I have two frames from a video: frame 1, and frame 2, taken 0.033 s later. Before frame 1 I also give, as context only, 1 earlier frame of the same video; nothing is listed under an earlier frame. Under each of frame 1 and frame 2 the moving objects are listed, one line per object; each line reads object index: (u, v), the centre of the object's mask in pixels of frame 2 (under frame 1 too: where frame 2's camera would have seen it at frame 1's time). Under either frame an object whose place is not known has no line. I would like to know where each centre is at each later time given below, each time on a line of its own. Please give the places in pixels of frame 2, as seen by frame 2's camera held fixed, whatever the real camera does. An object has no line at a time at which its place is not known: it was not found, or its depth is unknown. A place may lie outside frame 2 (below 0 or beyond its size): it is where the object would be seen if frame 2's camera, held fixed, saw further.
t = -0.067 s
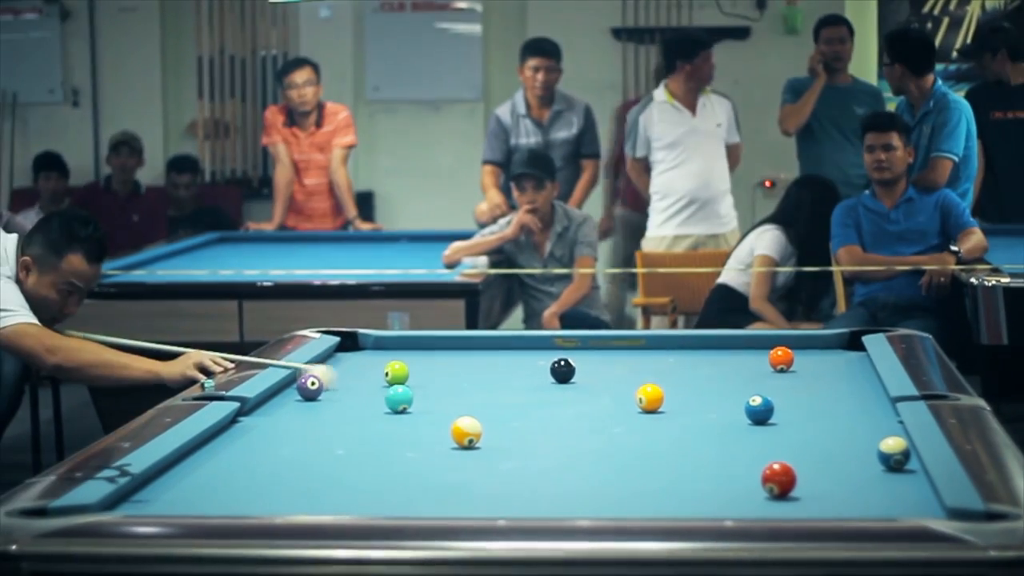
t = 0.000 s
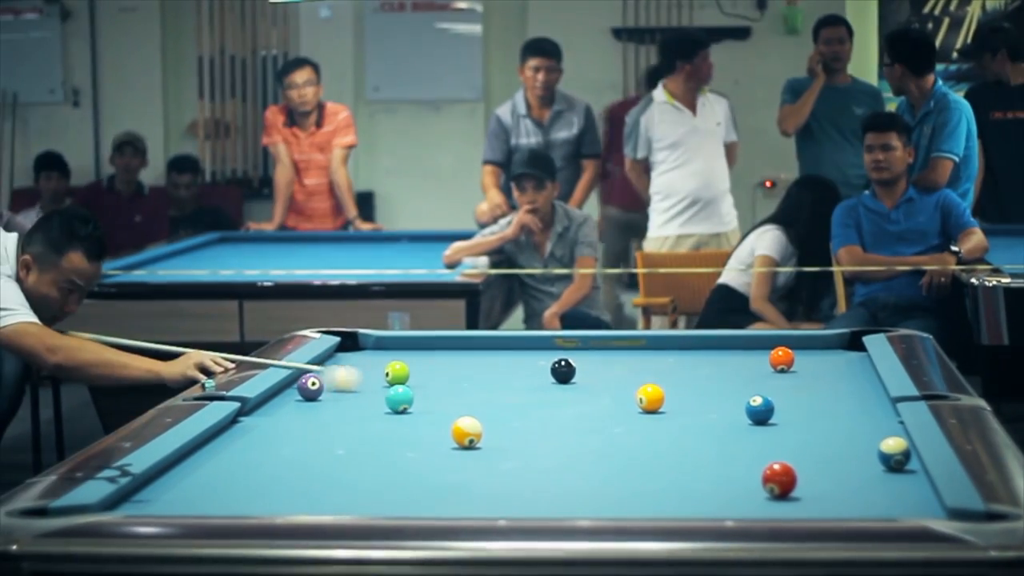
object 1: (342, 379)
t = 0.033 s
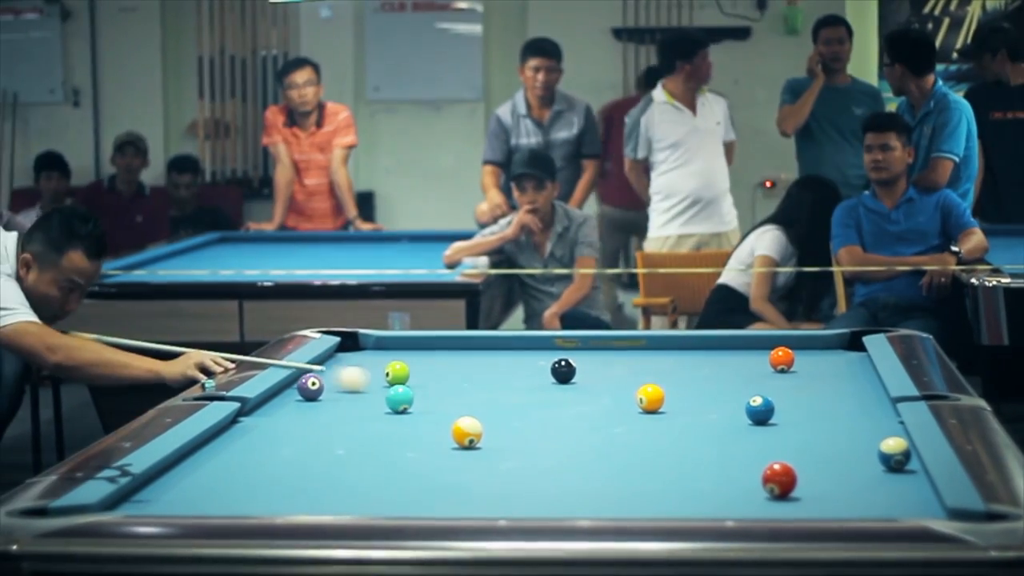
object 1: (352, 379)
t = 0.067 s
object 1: (364, 380)
